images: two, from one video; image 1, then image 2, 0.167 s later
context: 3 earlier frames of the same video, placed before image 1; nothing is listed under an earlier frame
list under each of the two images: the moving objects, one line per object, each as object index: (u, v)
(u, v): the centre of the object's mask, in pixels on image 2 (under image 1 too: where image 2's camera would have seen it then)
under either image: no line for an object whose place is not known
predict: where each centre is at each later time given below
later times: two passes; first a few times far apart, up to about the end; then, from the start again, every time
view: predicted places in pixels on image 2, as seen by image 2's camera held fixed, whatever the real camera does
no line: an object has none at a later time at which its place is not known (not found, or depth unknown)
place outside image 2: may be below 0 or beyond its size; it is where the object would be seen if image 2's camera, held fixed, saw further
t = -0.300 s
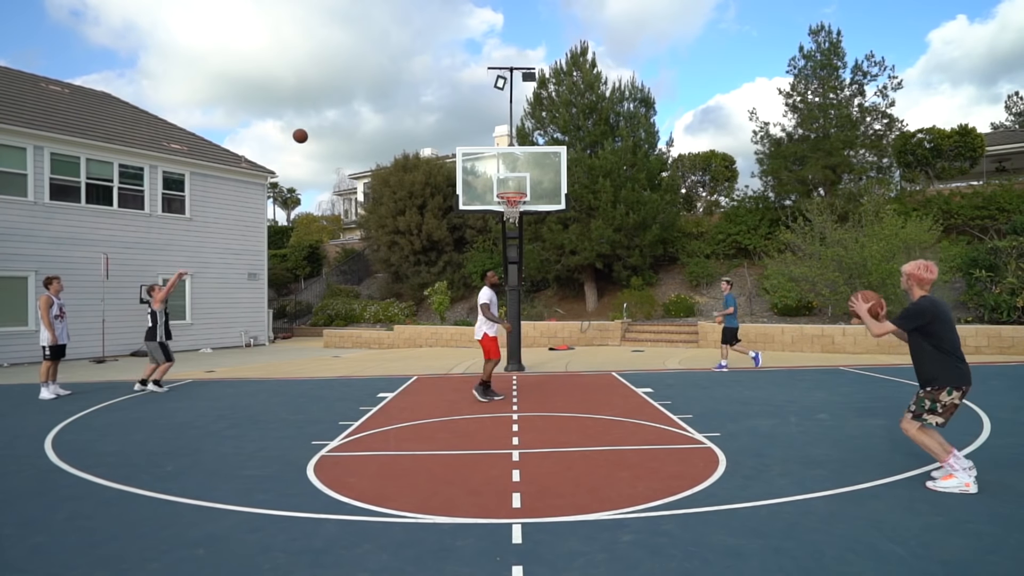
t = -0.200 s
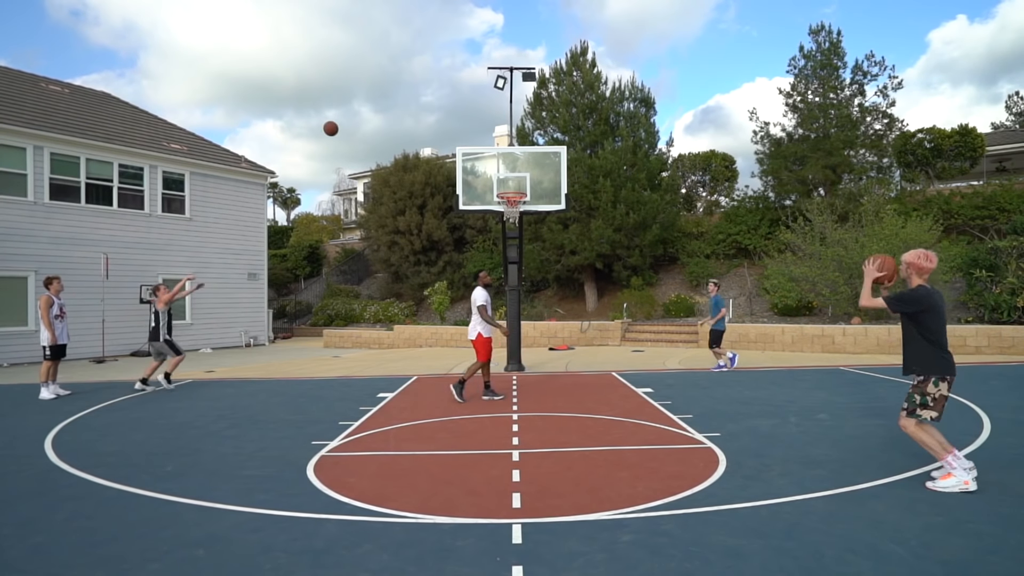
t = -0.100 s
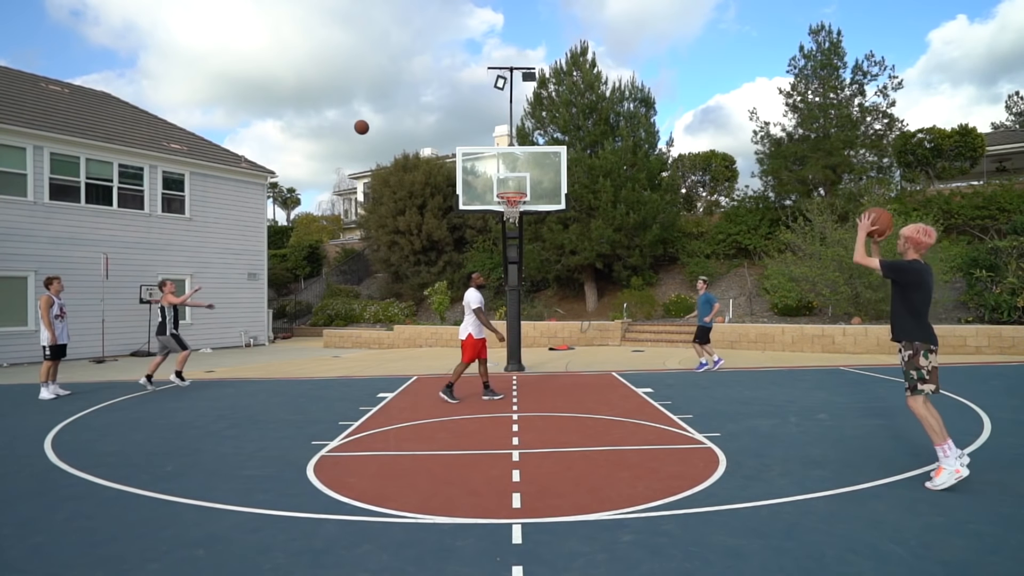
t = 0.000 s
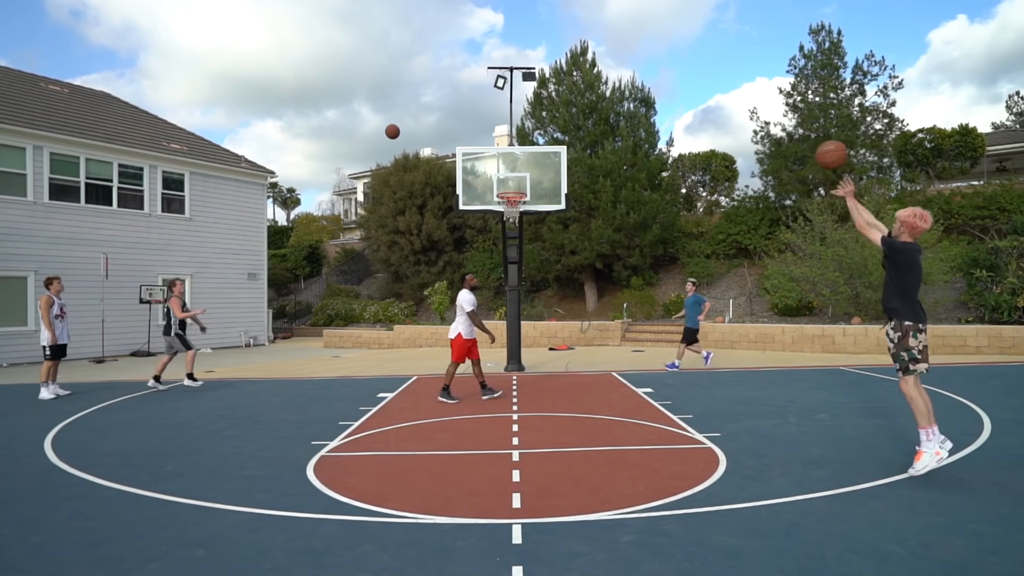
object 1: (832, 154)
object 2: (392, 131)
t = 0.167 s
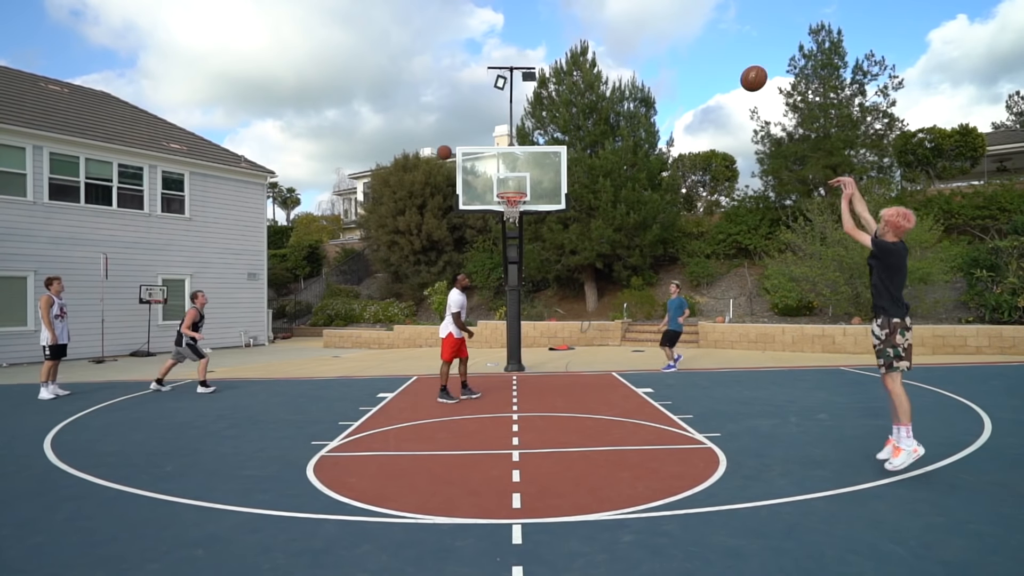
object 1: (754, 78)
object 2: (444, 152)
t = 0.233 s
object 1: (728, 60)
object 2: (465, 165)
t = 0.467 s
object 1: (652, 36)
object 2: (473, 177)
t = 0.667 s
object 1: (603, 53)
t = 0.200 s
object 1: (741, 68)
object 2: (455, 158)
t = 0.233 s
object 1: (728, 60)
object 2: (465, 165)
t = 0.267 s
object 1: (715, 53)
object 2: (475, 173)
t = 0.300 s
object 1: (704, 47)
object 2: (486, 181)
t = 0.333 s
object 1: (693, 43)
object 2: (495, 189)
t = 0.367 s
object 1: (682, 40)
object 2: (490, 185)
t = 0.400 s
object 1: (672, 37)
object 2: (484, 182)
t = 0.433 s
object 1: (662, 37)
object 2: (479, 179)
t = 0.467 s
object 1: (652, 36)
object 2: (473, 177)
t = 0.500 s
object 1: (643, 37)
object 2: (467, 176)
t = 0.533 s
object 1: (635, 39)
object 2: (461, 175)
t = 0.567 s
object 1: (626, 41)
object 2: (455, 175)
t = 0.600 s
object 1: (618, 44)
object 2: (449, 176)
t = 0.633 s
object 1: (610, 49)
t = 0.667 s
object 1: (603, 53)
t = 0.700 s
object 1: (596, 59)
